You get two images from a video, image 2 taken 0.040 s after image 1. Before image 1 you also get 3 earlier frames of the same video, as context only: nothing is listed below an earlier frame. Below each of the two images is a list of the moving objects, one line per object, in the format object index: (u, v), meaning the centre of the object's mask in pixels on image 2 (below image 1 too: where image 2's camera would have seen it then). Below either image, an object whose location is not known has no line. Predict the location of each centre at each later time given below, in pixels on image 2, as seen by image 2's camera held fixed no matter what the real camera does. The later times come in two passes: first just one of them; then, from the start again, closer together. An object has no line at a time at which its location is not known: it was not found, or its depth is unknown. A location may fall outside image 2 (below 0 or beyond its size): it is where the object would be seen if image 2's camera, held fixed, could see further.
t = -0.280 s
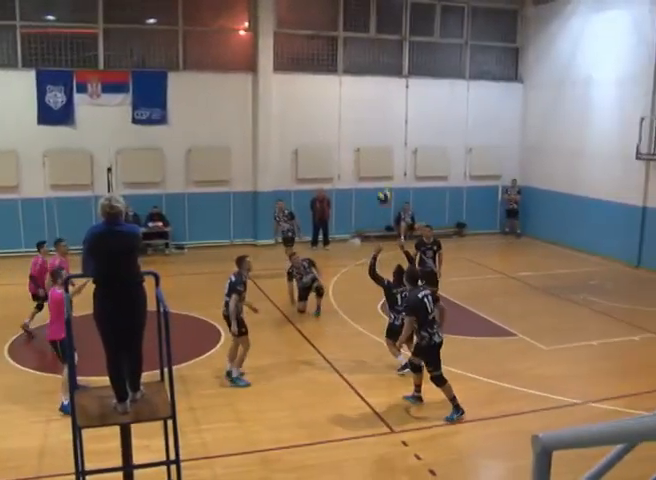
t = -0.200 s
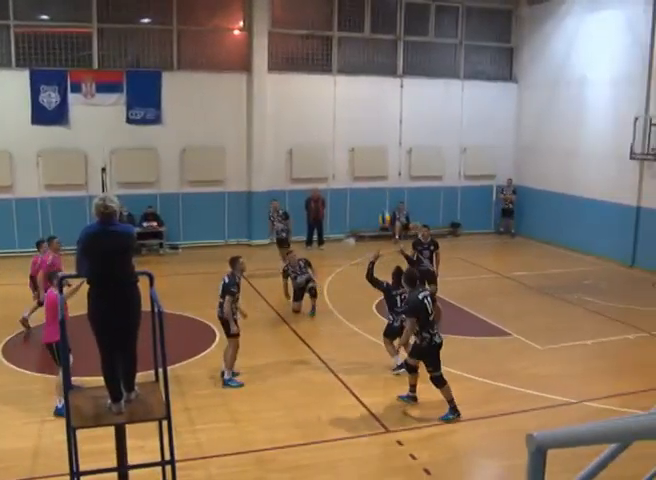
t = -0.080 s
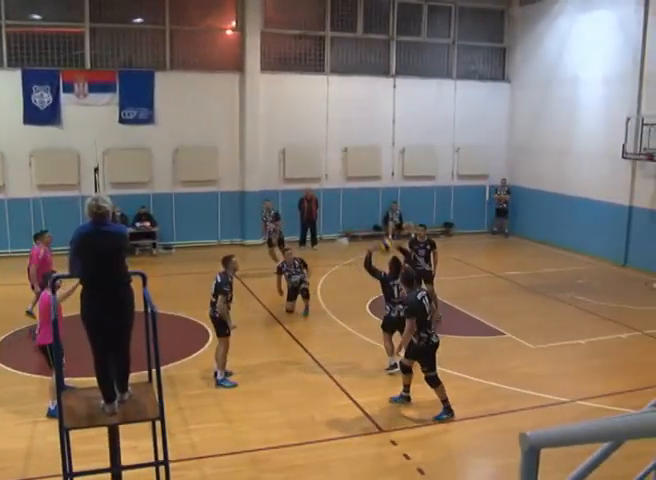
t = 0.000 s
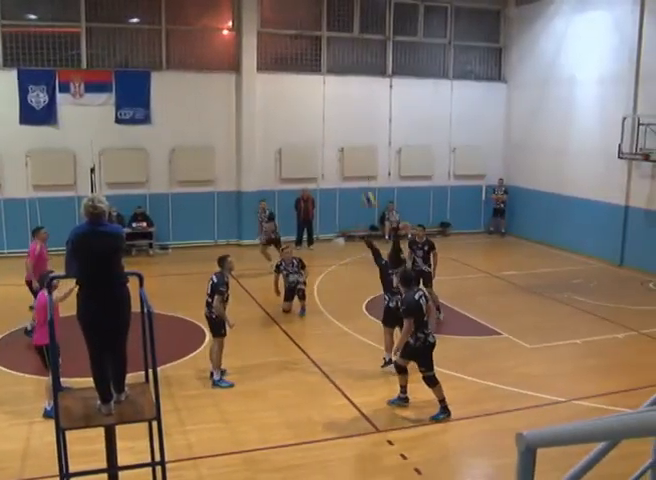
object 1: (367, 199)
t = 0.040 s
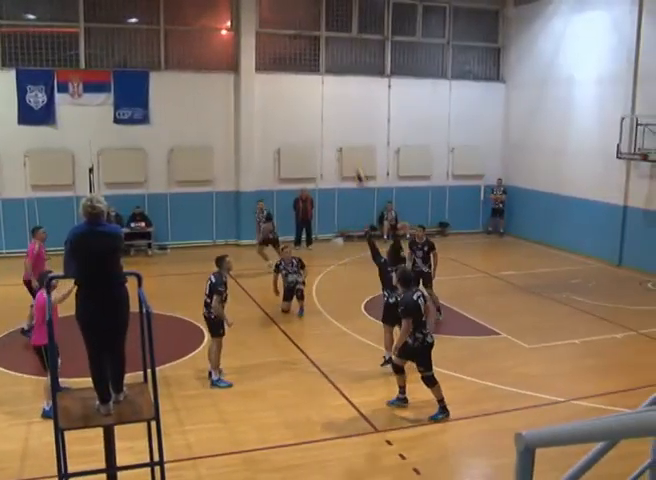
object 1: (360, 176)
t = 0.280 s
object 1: (321, 79)
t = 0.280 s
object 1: (321, 79)
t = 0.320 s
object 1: (317, 66)
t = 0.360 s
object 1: (311, 58)
